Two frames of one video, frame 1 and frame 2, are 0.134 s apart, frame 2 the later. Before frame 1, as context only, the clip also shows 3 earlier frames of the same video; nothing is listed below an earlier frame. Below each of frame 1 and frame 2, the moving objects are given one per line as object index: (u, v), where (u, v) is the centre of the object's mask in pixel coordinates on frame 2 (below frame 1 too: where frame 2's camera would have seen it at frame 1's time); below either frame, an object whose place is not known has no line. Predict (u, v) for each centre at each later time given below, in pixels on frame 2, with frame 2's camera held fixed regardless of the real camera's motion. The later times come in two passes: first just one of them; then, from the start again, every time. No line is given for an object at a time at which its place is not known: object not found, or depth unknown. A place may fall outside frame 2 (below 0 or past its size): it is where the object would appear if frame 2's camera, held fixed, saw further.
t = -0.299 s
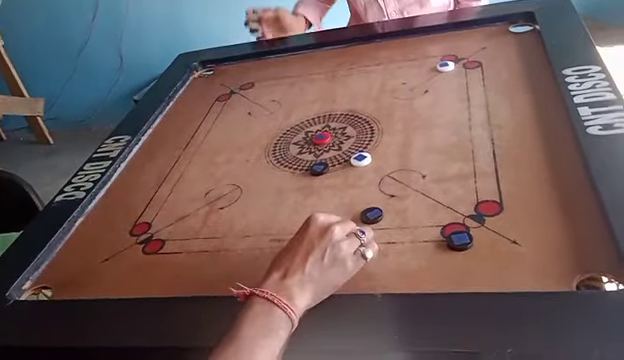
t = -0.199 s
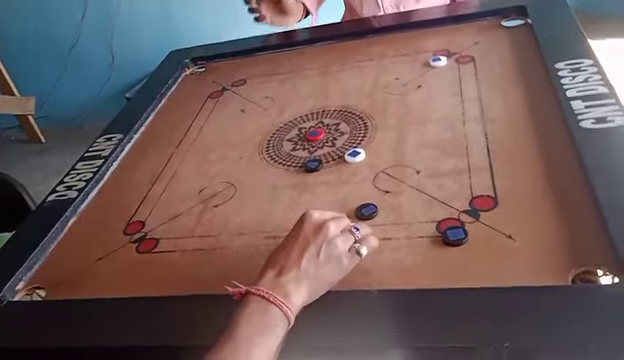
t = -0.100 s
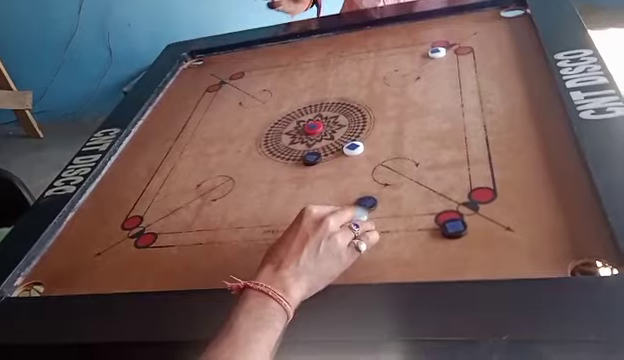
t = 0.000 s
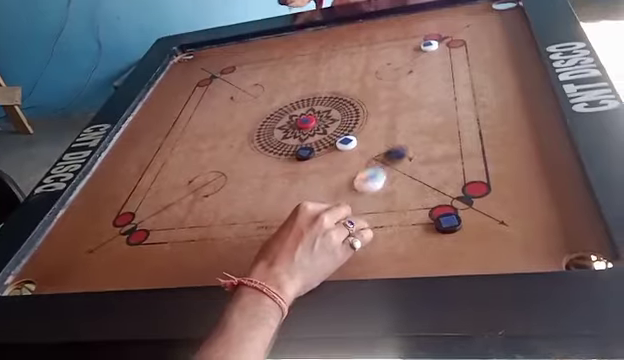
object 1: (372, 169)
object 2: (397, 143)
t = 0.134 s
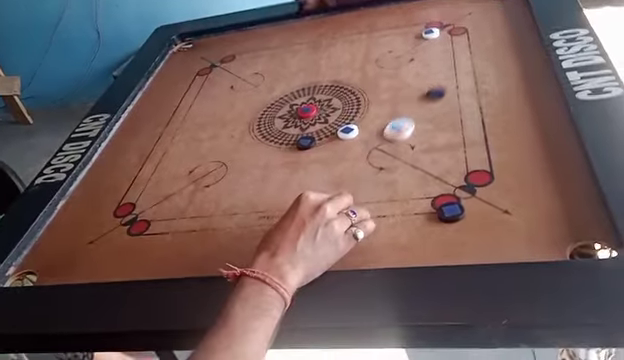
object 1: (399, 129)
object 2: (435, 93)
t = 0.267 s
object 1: (420, 95)
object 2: (464, 54)
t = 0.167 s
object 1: (405, 120)
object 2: (443, 82)
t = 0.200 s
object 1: (410, 111)
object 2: (451, 72)
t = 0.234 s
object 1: (415, 103)
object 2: (458, 62)
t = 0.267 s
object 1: (420, 95)
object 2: (464, 54)
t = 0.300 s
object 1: (425, 88)
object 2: (471, 44)
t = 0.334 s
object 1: (429, 80)
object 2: (477, 36)
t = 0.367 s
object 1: (433, 74)
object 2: (483, 28)
